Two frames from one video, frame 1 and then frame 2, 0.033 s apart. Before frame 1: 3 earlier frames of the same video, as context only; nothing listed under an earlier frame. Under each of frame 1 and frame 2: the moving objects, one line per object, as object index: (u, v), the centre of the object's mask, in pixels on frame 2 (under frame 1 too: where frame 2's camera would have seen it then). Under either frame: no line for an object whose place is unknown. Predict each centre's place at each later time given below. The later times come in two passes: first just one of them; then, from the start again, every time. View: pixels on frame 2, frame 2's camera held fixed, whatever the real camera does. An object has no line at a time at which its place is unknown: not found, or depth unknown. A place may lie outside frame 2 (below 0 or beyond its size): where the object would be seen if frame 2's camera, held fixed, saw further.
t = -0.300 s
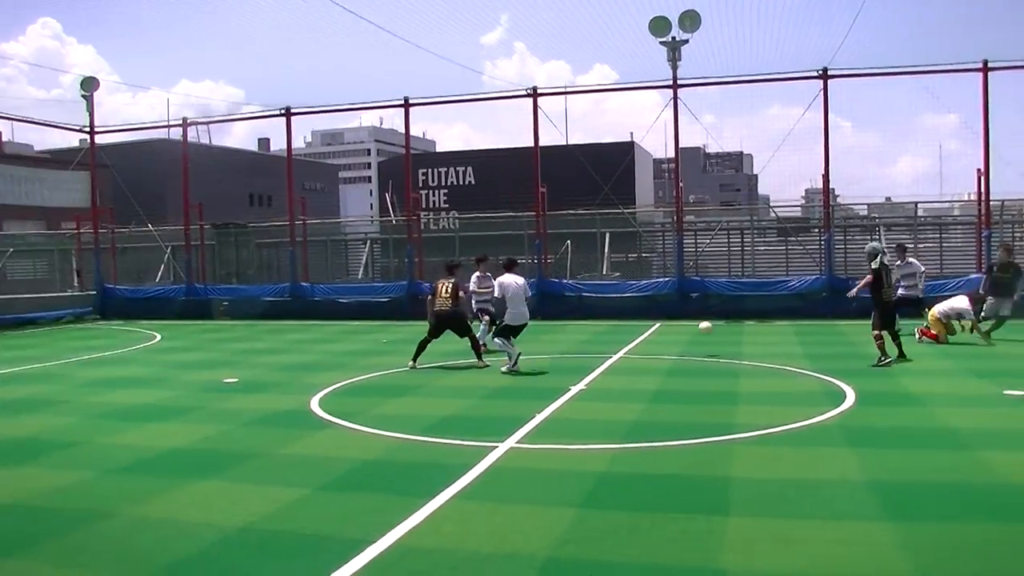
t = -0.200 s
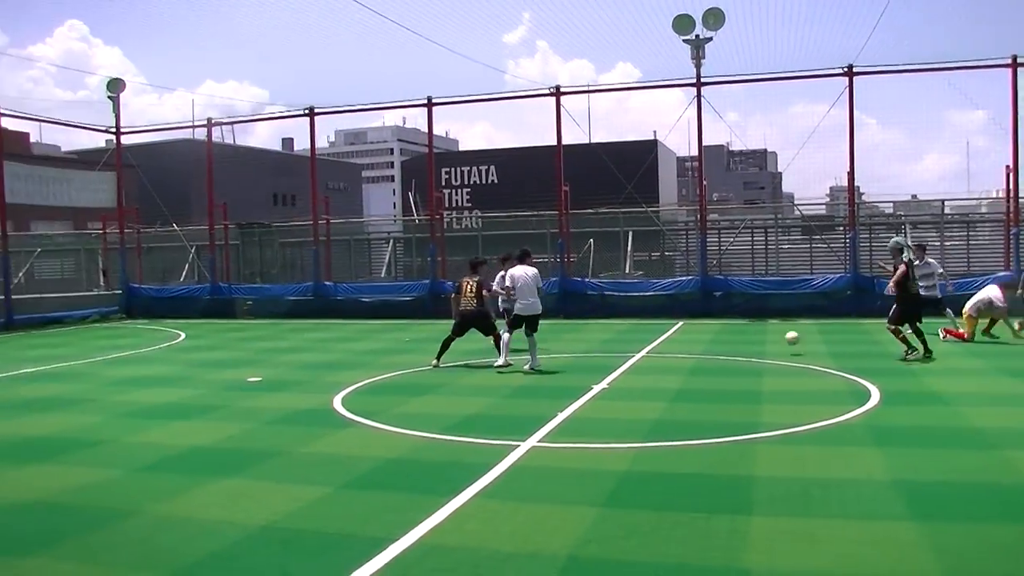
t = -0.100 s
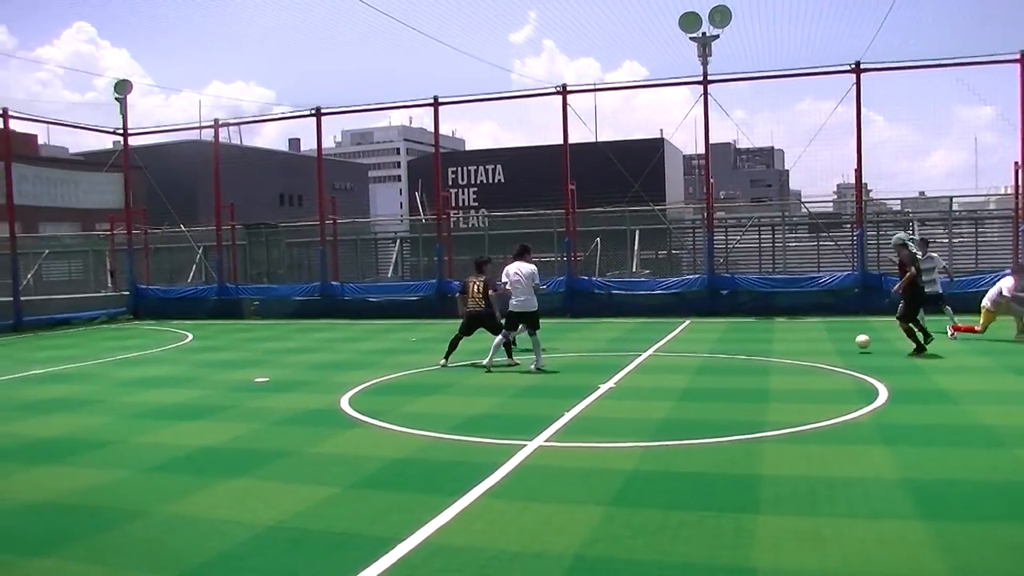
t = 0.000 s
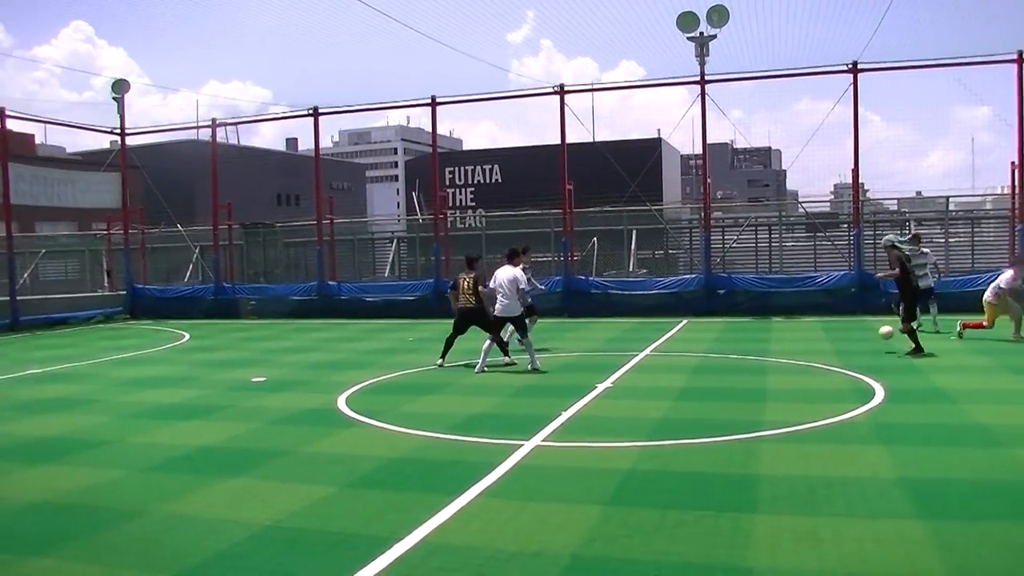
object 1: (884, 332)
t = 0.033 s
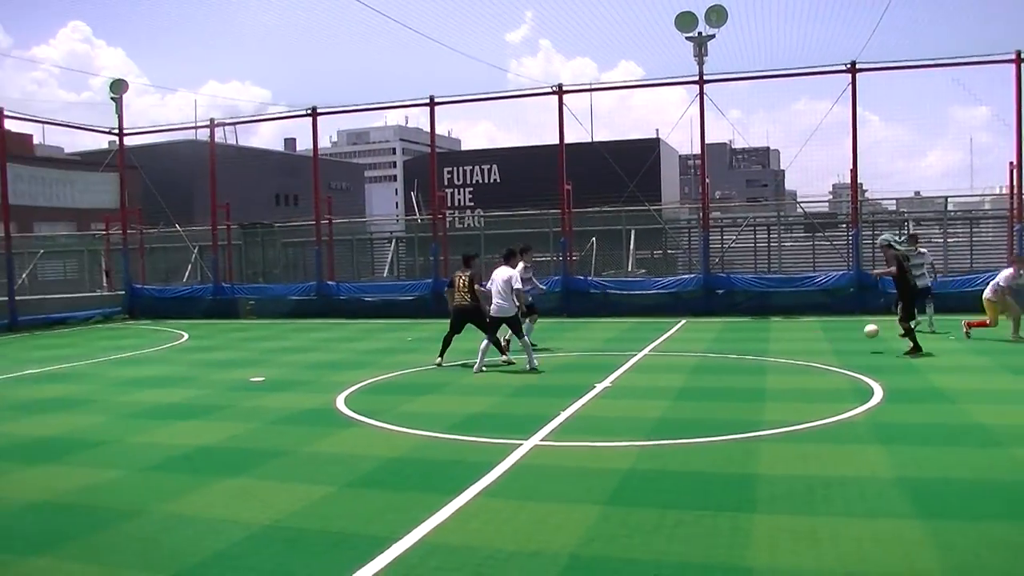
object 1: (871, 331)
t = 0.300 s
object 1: (762, 349)
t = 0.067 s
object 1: (858, 330)
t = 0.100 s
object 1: (844, 331)
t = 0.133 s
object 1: (831, 332)
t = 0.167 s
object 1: (817, 333)
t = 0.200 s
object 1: (804, 336)
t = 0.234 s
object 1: (790, 339)
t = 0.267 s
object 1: (775, 344)
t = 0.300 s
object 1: (762, 349)
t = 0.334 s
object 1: (751, 348)
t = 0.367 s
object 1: (742, 345)
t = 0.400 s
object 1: (731, 344)
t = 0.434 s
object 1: (722, 344)
